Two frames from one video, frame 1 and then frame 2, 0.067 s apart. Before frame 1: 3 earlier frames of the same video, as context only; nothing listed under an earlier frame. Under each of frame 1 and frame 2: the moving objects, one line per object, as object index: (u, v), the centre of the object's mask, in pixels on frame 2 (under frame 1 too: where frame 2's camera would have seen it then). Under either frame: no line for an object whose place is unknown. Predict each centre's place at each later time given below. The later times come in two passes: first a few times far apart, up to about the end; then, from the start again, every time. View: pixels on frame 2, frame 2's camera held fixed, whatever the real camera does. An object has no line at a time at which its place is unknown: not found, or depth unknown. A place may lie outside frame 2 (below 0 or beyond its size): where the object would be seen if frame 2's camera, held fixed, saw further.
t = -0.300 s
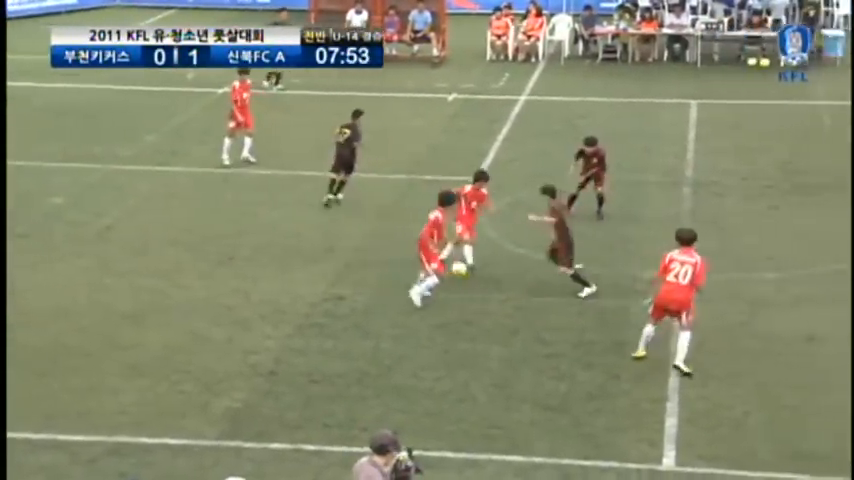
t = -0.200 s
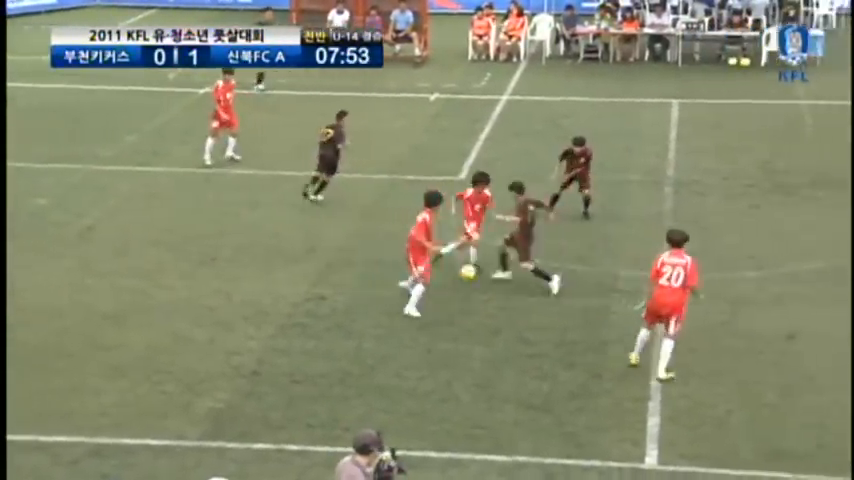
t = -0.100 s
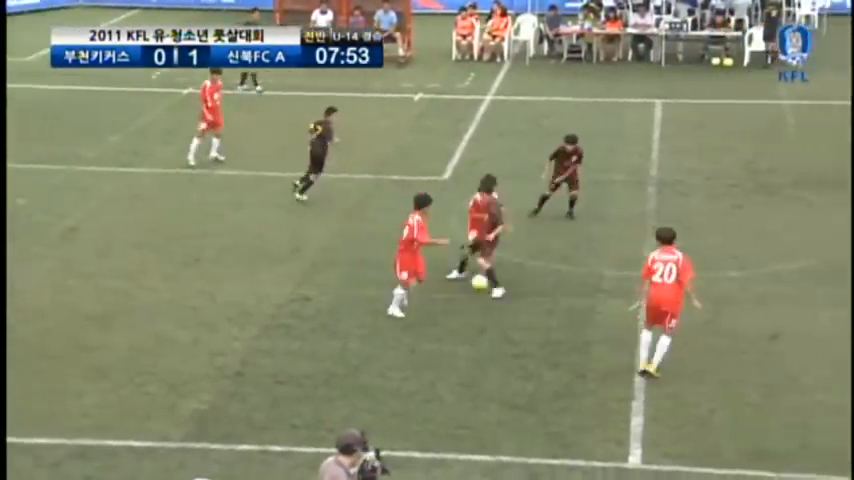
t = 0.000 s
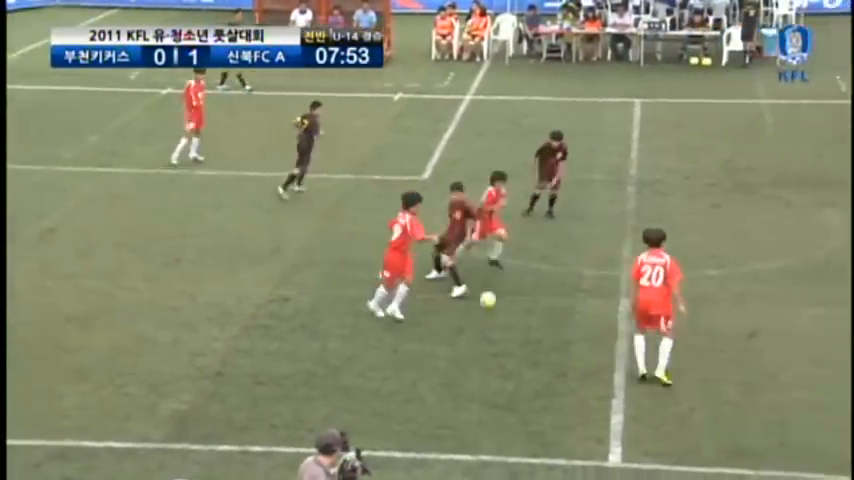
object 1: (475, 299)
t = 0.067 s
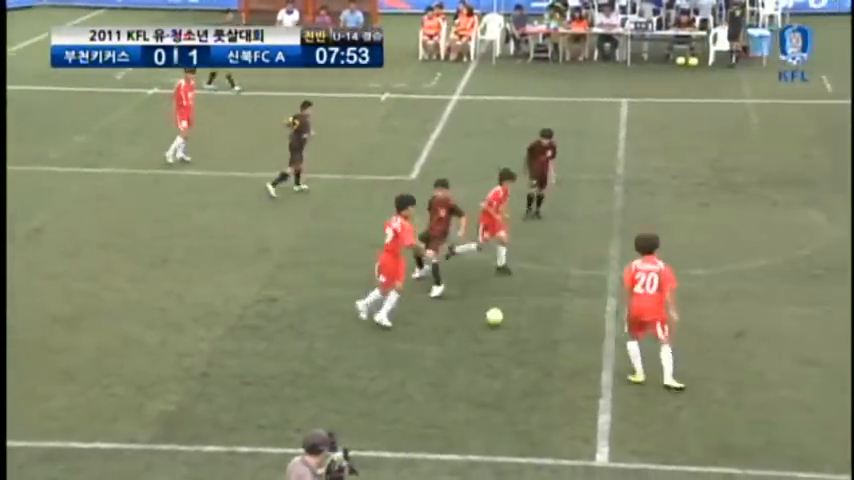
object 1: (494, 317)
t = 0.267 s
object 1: (530, 326)
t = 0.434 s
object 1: (558, 338)
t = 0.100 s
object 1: (501, 318)
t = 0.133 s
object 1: (506, 318)
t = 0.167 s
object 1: (512, 319)
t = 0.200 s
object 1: (518, 321)
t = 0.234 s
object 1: (524, 322)
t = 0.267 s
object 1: (530, 326)
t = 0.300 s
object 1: (537, 330)
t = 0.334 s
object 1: (542, 335)
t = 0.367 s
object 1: (548, 335)
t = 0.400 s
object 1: (553, 336)
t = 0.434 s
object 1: (558, 338)
